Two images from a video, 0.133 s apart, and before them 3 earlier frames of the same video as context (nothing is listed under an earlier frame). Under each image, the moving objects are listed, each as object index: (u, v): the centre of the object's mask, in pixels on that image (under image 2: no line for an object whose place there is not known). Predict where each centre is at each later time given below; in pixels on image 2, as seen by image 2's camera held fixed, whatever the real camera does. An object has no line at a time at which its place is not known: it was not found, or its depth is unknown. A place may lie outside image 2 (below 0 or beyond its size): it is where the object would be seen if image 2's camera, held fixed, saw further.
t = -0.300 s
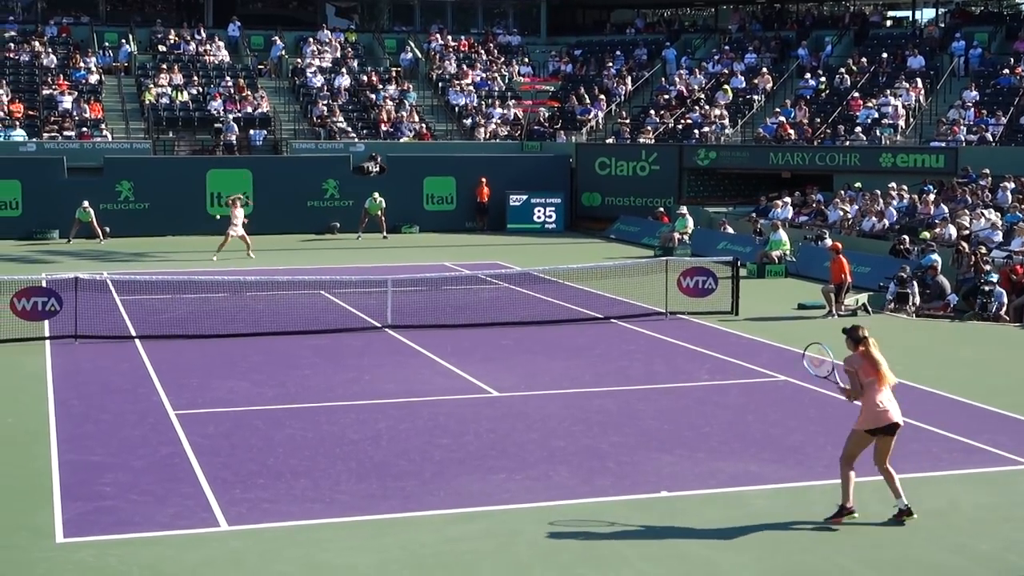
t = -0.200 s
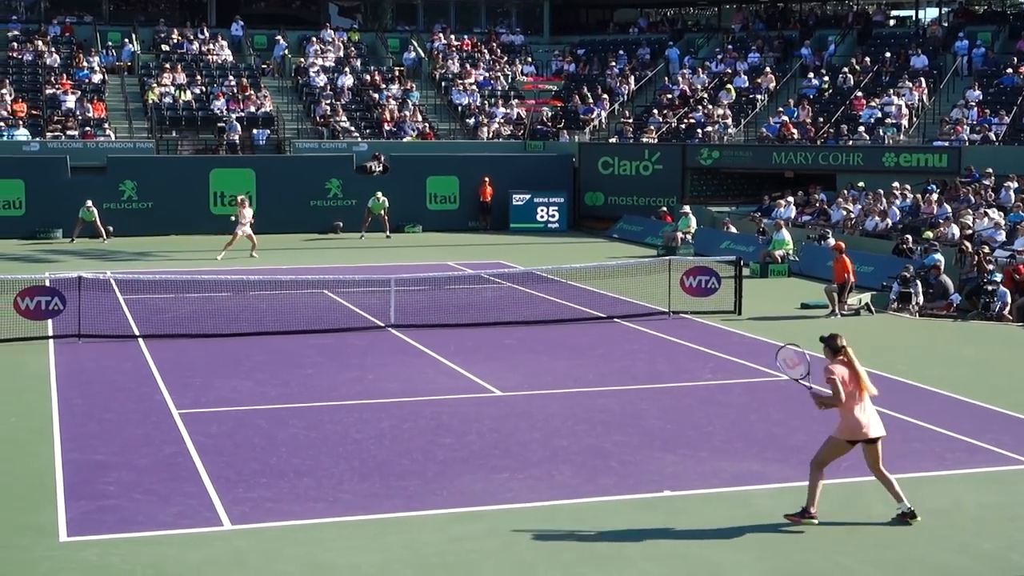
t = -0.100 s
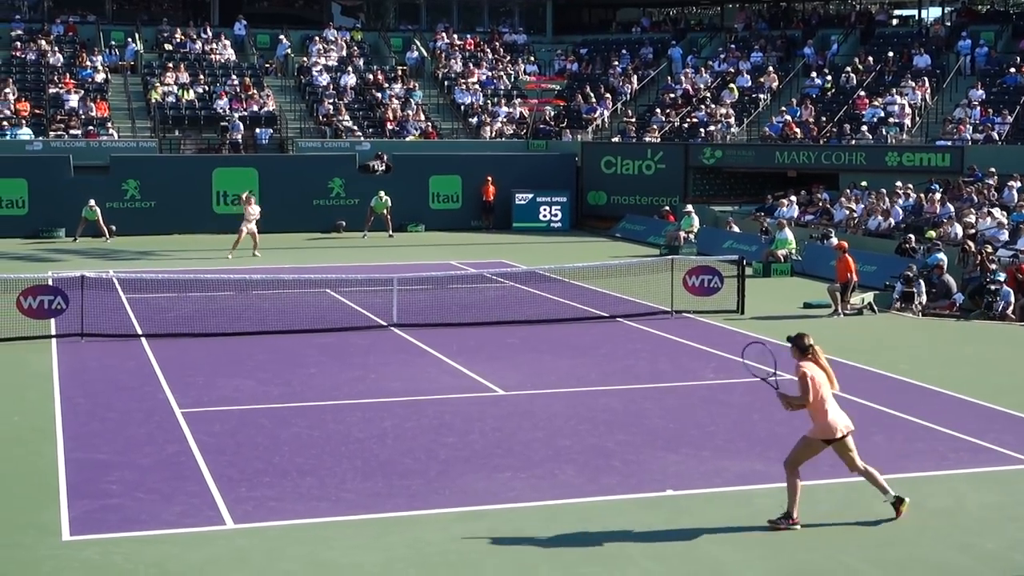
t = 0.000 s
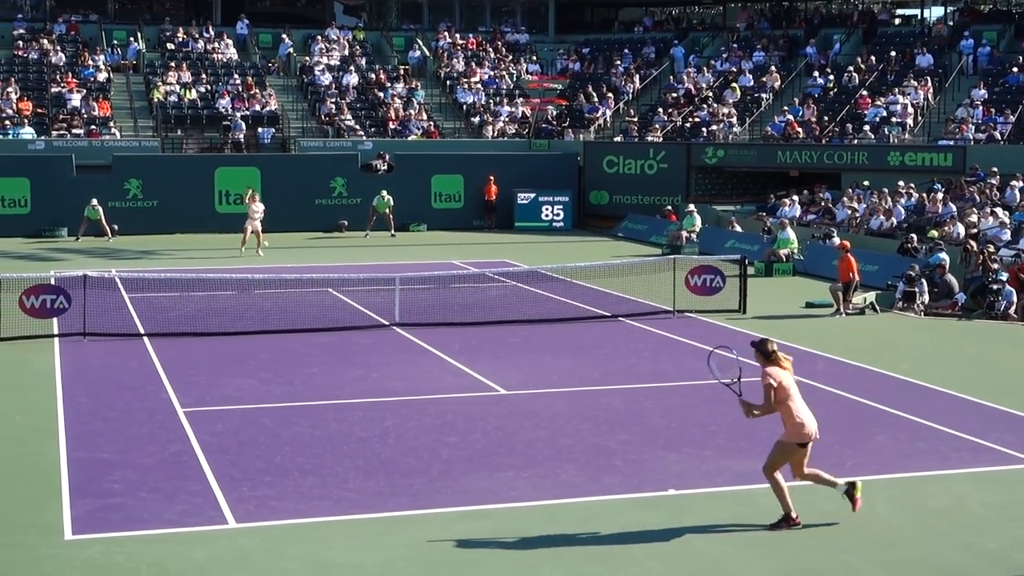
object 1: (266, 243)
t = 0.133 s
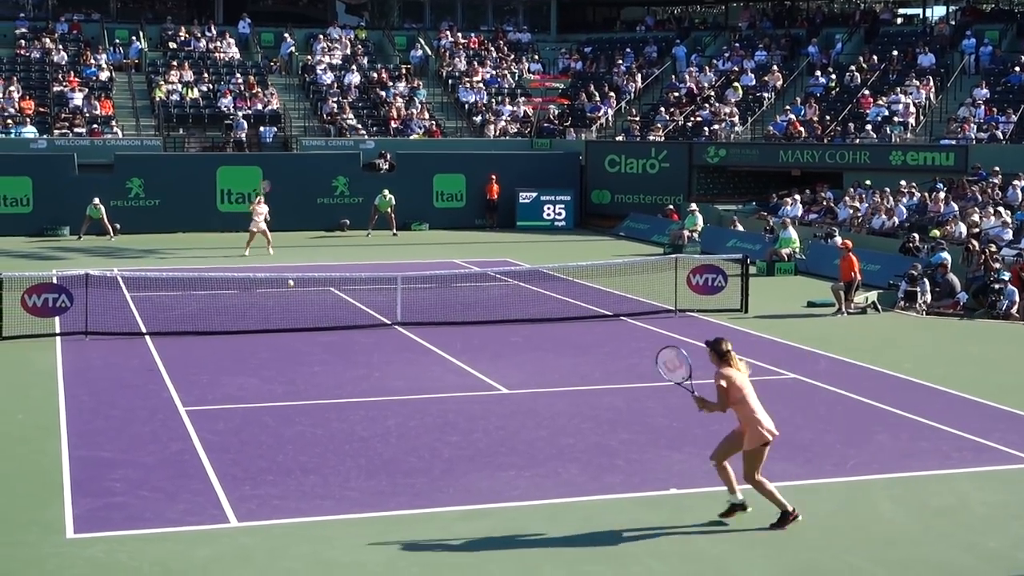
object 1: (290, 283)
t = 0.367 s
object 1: (342, 417)
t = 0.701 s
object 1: (426, 417)
